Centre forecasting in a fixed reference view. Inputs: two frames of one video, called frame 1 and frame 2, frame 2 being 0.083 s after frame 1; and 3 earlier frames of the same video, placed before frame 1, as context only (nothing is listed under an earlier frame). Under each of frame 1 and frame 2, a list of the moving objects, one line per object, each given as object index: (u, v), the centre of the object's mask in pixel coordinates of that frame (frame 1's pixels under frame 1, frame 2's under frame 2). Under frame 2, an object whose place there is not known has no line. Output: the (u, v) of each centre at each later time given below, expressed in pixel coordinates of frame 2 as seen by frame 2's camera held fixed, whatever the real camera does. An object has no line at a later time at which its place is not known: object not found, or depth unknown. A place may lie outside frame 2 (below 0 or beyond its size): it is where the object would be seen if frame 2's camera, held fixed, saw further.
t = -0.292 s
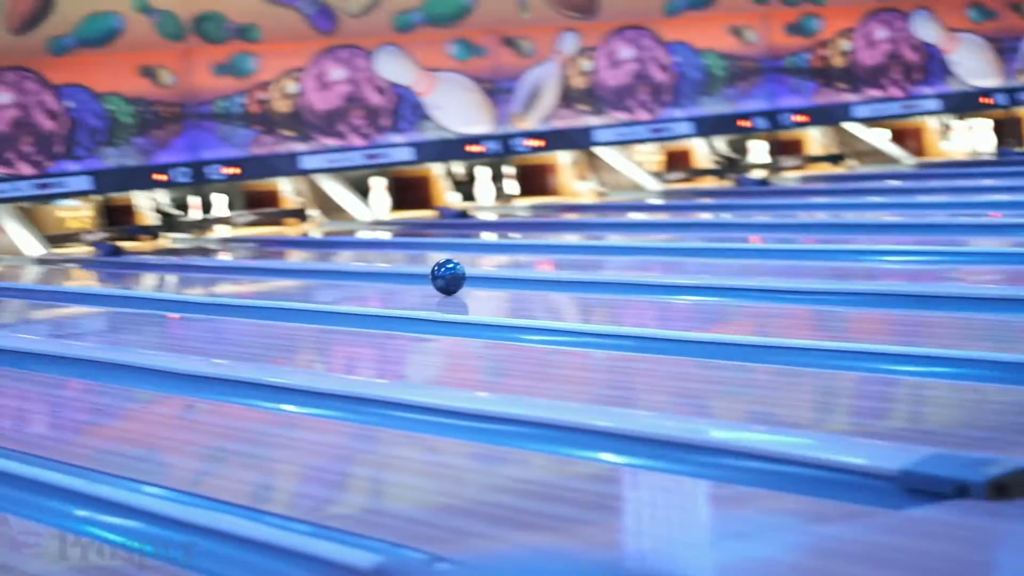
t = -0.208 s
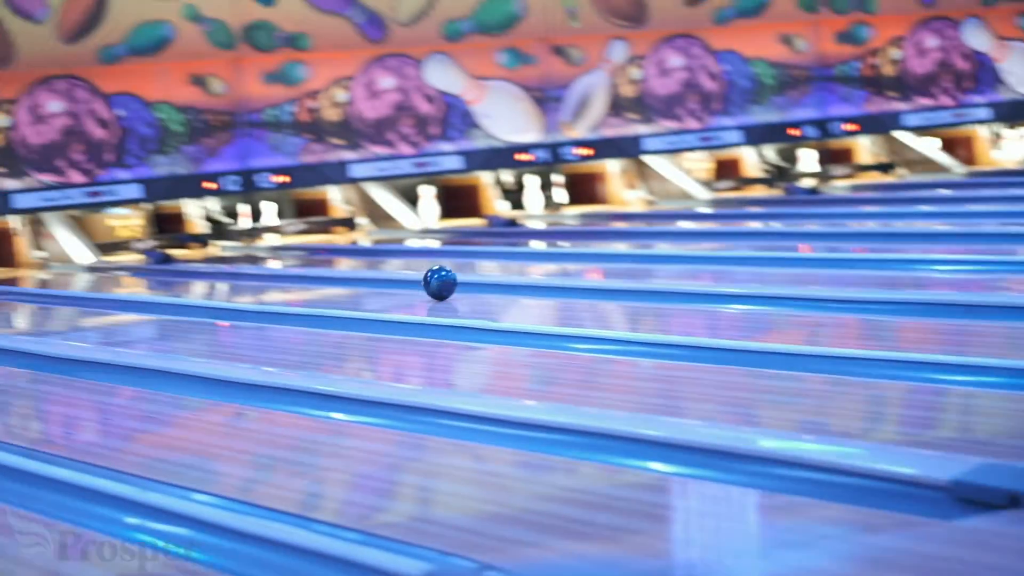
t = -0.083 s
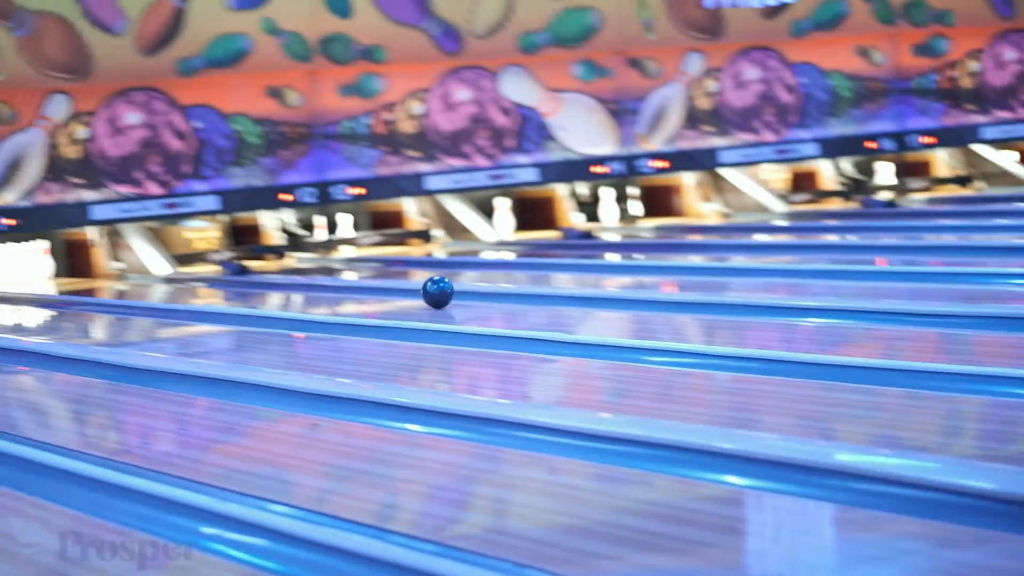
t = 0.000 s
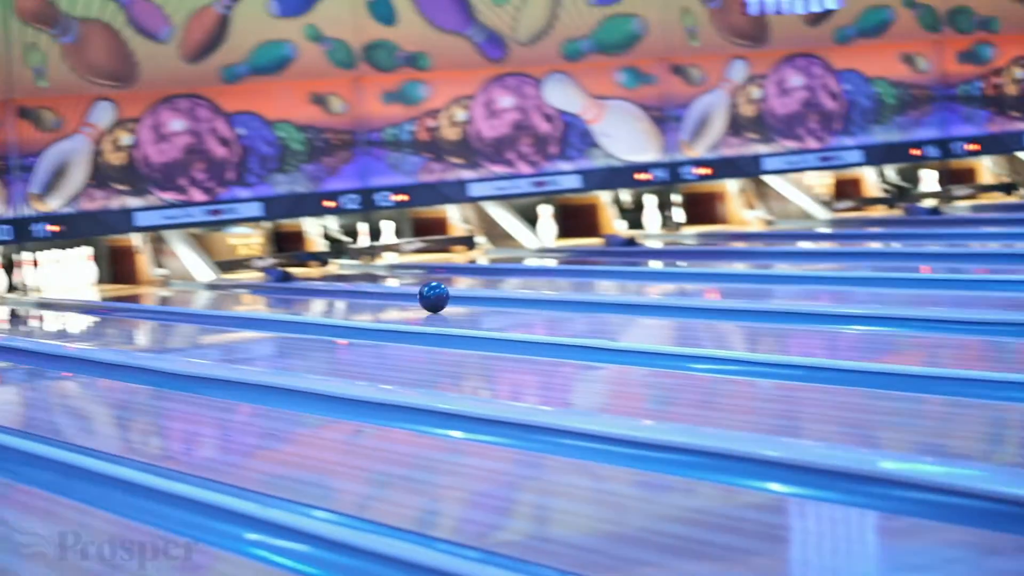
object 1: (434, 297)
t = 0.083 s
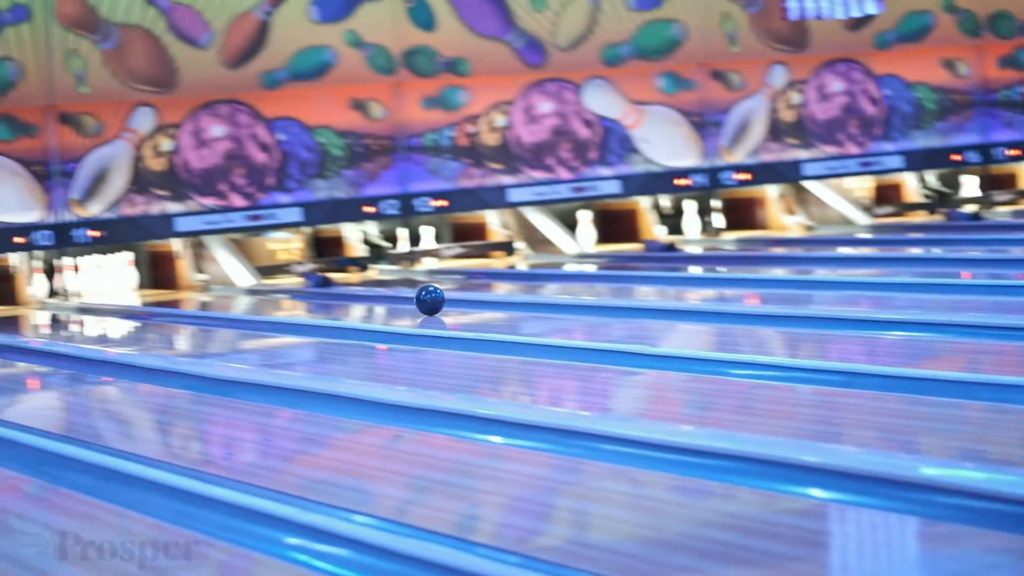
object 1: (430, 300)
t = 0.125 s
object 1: (415, 301)
